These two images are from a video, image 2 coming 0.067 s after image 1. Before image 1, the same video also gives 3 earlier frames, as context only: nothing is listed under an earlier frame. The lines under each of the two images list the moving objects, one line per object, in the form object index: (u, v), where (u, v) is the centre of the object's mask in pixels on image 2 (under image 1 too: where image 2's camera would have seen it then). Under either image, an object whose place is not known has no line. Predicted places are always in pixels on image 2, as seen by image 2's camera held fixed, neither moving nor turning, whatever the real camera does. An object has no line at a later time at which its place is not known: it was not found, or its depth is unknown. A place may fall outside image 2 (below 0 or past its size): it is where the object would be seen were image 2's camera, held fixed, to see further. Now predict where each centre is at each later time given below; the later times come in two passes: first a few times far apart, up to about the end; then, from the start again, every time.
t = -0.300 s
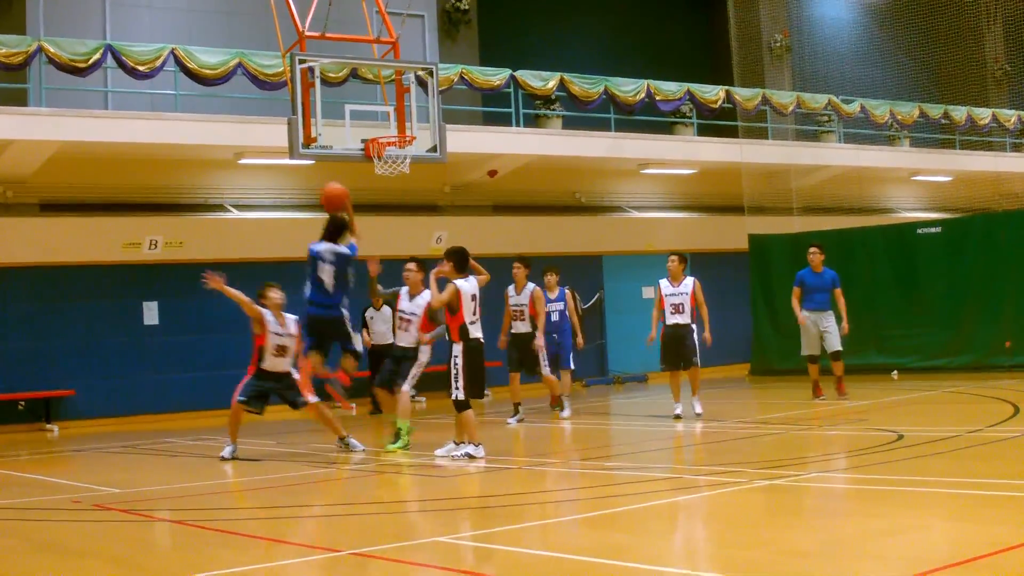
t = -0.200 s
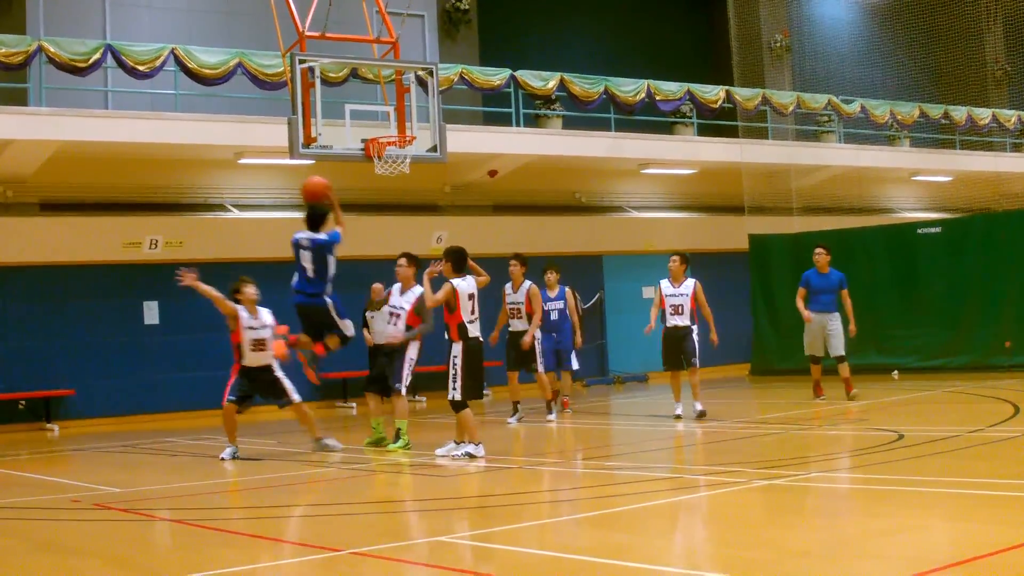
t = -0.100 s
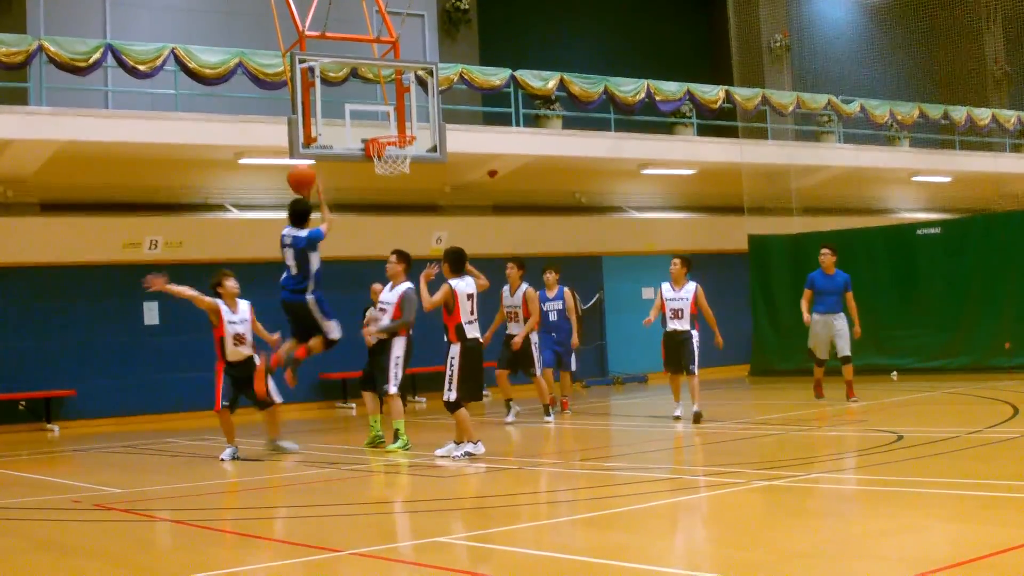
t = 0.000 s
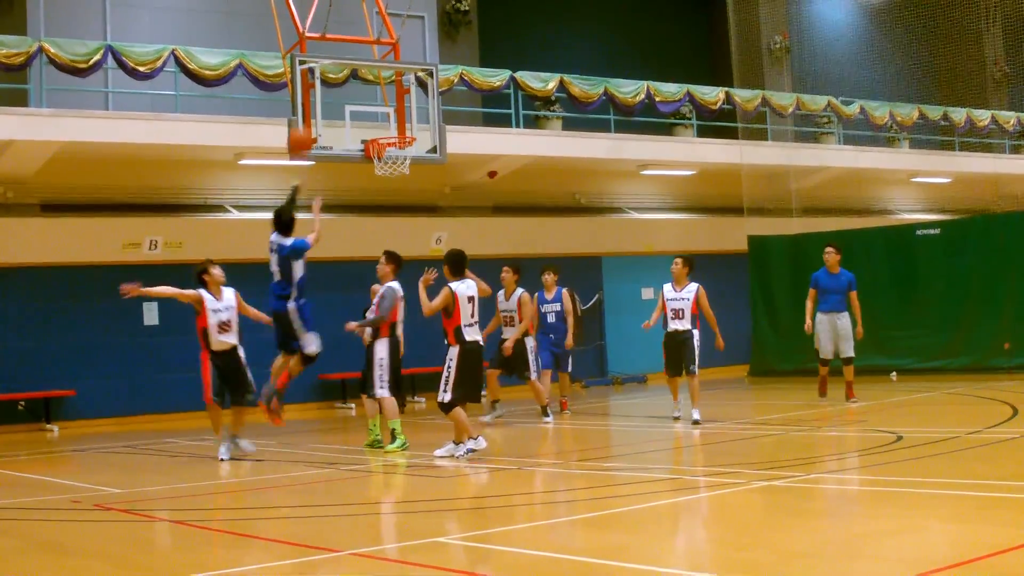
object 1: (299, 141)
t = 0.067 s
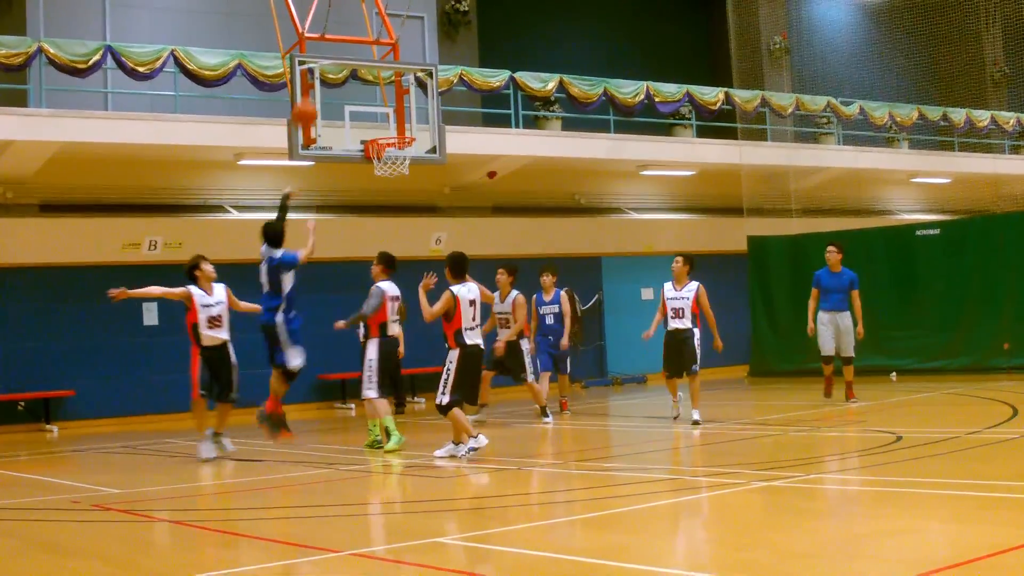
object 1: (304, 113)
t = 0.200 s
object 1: (314, 75)
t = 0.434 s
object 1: (332, 53)
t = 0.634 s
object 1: (349, 77)
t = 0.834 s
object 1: (366, 138)
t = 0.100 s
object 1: (307, 101)
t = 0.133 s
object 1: (309, 91)
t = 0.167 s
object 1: (312, 81)
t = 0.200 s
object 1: (314, 75)
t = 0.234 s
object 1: (317, 68)
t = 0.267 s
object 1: (319, 62)
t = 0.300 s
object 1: (322, 58)
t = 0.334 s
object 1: (324, 55)
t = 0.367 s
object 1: (327, 54)
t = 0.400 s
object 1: (330, 53)
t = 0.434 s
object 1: (332, 53)
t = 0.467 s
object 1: (335, 54)
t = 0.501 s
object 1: (338, 56)
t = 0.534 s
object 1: (340, 60)
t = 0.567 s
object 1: (344, 65)
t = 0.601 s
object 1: (346, 71)
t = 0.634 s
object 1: (349, 77)
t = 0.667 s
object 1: (352, 85)
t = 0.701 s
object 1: (355, 93)
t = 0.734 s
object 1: (358, 102)
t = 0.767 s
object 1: (361, 113)
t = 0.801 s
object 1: (363, 125)
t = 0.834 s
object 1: (366, 138)
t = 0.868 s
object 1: (360, 147)
